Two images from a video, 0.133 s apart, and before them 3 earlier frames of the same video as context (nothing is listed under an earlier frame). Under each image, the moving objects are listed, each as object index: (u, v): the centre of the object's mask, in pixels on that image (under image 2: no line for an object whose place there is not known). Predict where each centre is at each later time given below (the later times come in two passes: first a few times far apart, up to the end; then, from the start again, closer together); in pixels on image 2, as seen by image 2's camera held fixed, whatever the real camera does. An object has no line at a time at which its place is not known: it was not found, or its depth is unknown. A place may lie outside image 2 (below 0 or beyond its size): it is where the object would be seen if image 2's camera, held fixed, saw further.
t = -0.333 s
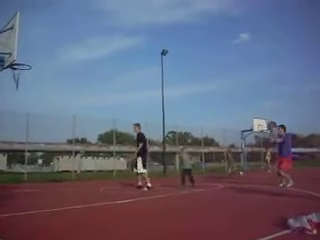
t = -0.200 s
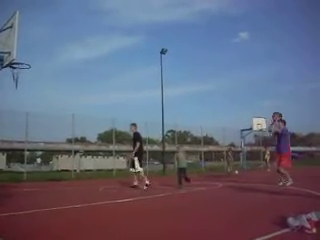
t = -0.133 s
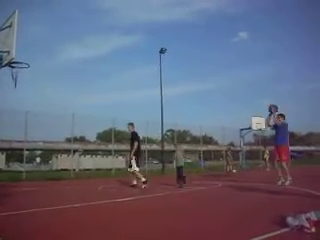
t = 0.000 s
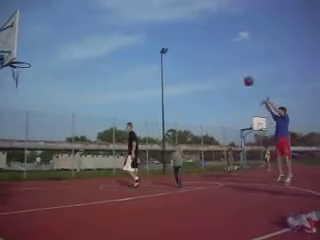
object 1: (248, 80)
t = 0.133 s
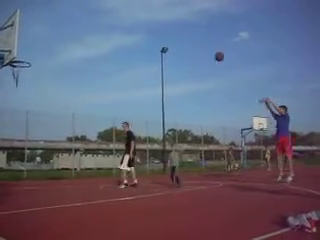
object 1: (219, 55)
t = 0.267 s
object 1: (188, 39)
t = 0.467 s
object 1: (143, 25)
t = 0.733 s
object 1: (81, 31)
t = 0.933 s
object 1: (34, 53)
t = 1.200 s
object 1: (12, 70)
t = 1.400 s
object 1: (20, 75)
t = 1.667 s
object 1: (34, 98)
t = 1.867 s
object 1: (44, 135)
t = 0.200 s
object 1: (204, 46)
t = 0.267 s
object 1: (188, 39)
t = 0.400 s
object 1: (158, 28)
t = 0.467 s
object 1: (143, 25)
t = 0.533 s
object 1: (128, 24)
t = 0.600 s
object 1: (112, 24)
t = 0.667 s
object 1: (97, 27)
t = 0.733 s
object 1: (81, 31)
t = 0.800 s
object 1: (66, 37)
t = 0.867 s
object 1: (50, 44)
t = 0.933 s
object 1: (34, 53)
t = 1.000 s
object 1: (18, 65)
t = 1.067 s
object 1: (12, 70)
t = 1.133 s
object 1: (11, 70)
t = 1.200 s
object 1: (12, 70)
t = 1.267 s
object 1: (14, 71)
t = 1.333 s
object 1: (17, 73)
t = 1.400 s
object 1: (20, 75)
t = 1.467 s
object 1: (24, 78)
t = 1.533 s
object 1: (28, 83)
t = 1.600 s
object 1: (31, 90)
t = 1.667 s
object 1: (34, 98)
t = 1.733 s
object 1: (37, 109)
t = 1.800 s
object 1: (41, 121)
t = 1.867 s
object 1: (44, 135)
